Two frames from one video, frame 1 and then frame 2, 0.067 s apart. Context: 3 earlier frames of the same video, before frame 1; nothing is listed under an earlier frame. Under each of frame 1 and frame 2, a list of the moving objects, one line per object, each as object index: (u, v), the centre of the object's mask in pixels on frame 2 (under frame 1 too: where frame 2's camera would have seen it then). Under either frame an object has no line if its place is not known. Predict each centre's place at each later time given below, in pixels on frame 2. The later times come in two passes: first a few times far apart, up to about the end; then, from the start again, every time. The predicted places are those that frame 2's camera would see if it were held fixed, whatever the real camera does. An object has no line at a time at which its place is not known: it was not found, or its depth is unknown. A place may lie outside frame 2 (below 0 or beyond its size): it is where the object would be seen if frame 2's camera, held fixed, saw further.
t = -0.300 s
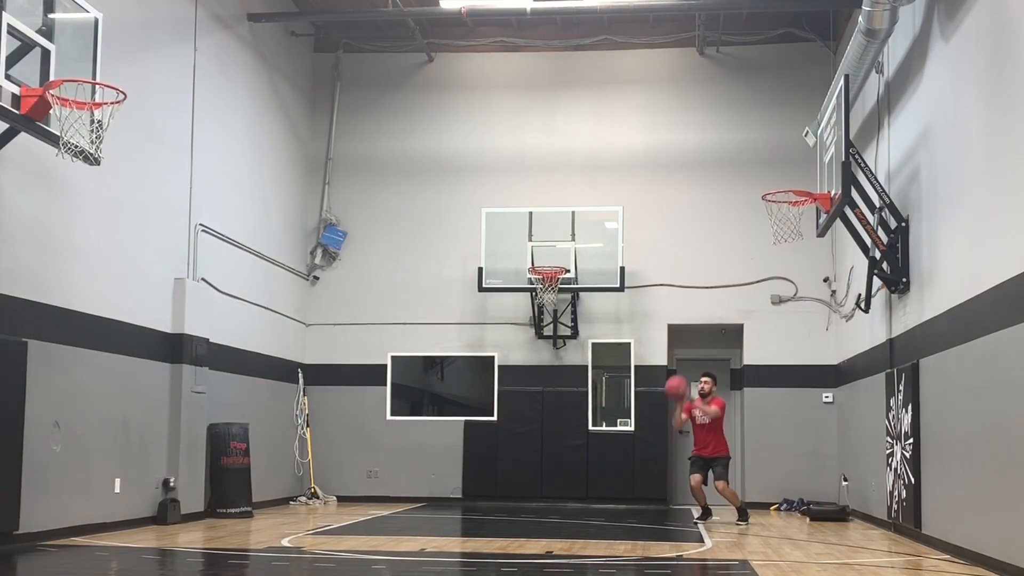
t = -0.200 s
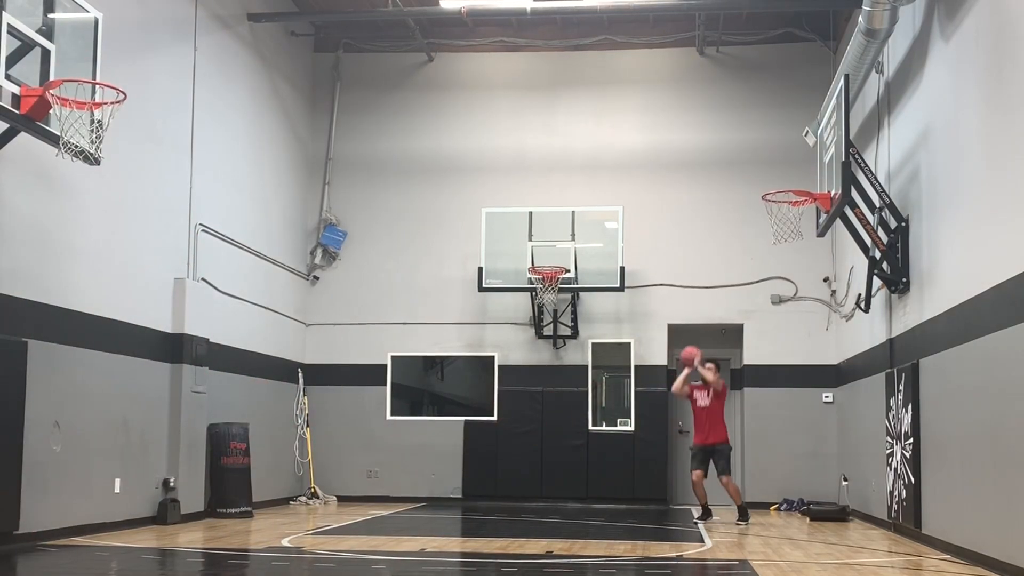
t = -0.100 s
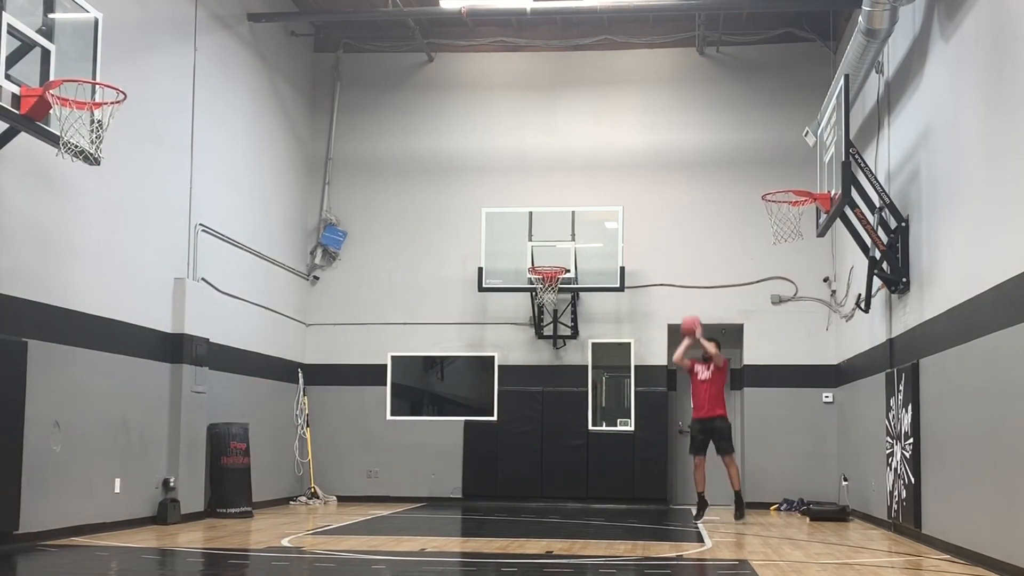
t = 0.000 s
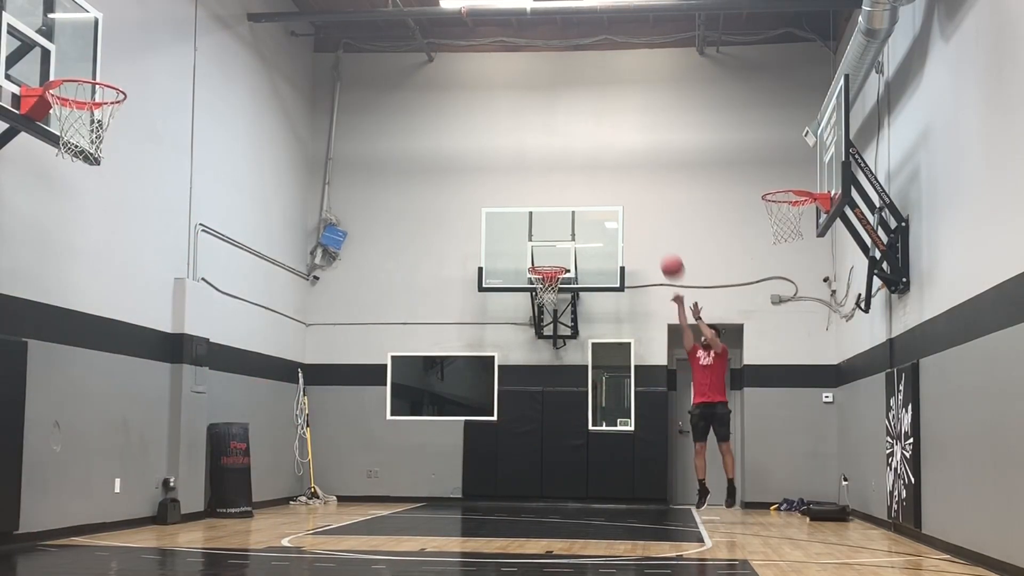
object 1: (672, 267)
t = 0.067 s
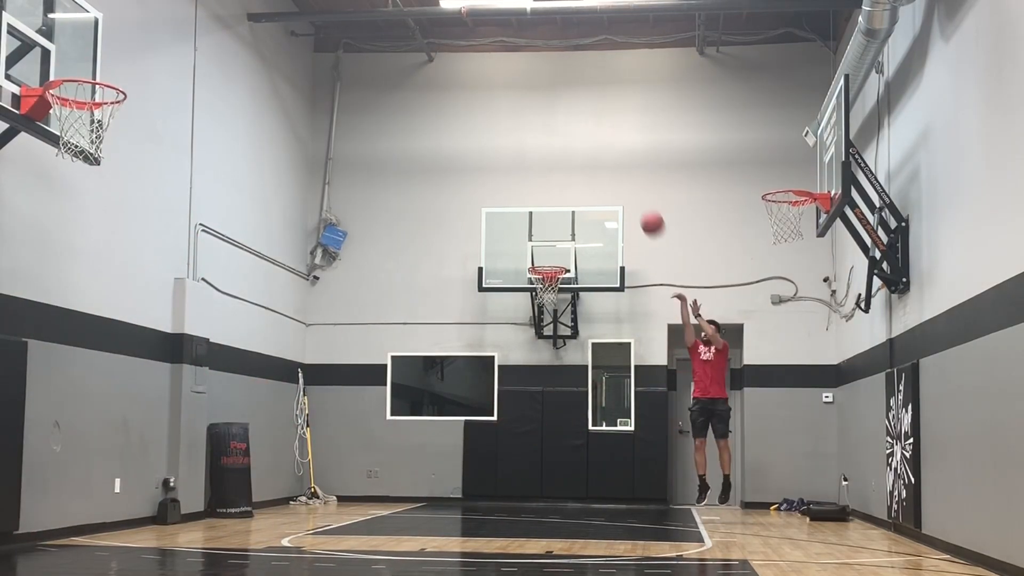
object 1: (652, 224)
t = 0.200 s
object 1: (610, 144)
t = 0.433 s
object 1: (529, 32)
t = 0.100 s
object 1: (642, 202)
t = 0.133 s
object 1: (631, 182)
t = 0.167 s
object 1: (621, 162)
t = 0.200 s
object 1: (610, 144)
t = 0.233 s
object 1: (599, 126)
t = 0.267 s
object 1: (588, 108)
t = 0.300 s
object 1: (576, 91)
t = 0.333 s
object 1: (565, 75)
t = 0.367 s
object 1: (553, 60)
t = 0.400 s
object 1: (541, 45)
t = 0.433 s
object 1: (529, 32)
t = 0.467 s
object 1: (516, 19)
